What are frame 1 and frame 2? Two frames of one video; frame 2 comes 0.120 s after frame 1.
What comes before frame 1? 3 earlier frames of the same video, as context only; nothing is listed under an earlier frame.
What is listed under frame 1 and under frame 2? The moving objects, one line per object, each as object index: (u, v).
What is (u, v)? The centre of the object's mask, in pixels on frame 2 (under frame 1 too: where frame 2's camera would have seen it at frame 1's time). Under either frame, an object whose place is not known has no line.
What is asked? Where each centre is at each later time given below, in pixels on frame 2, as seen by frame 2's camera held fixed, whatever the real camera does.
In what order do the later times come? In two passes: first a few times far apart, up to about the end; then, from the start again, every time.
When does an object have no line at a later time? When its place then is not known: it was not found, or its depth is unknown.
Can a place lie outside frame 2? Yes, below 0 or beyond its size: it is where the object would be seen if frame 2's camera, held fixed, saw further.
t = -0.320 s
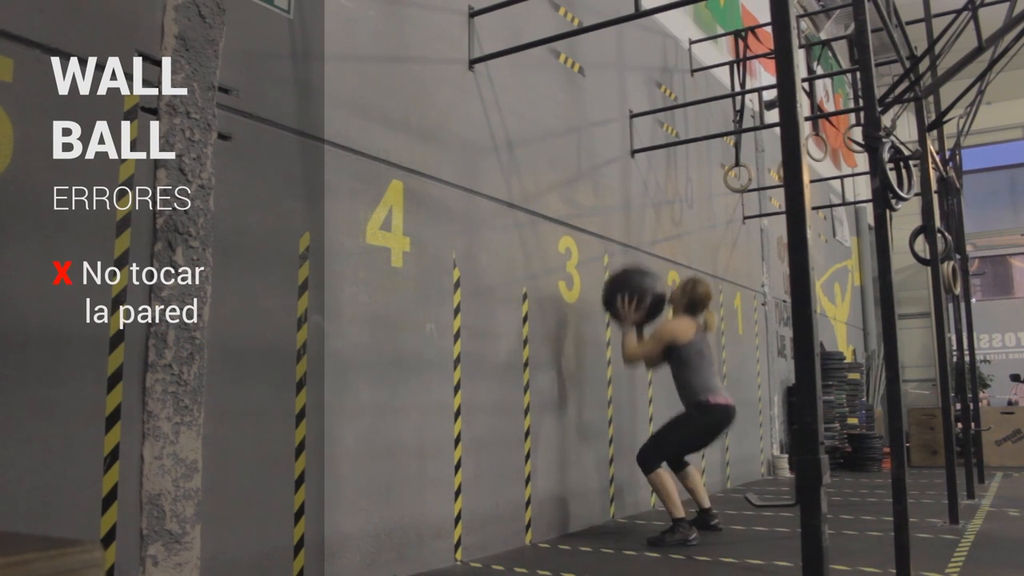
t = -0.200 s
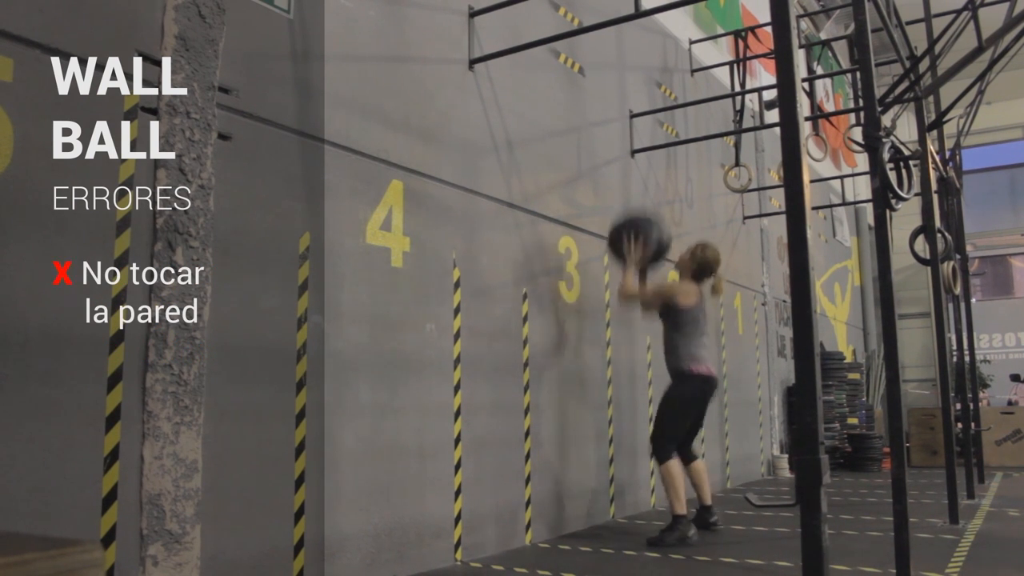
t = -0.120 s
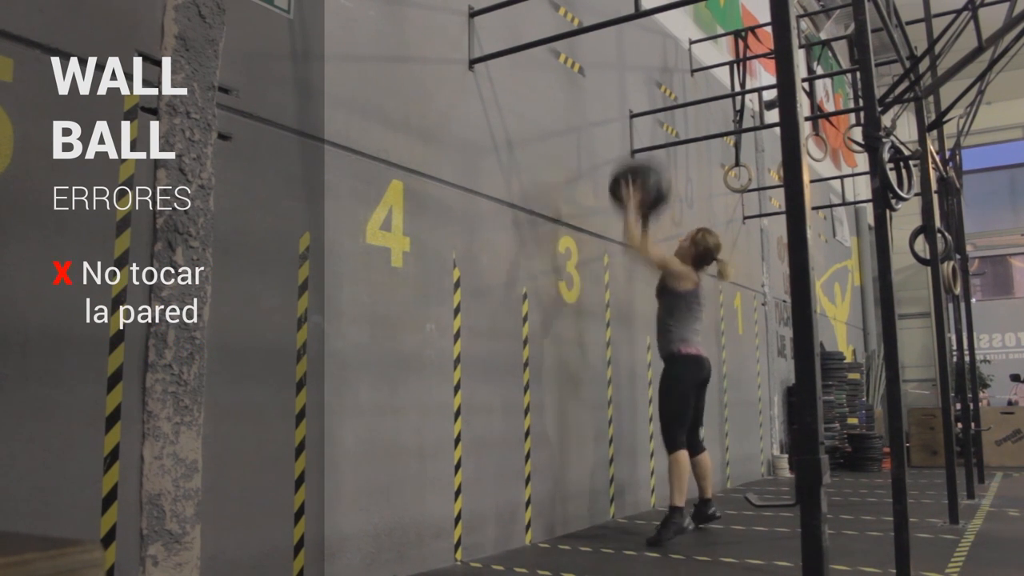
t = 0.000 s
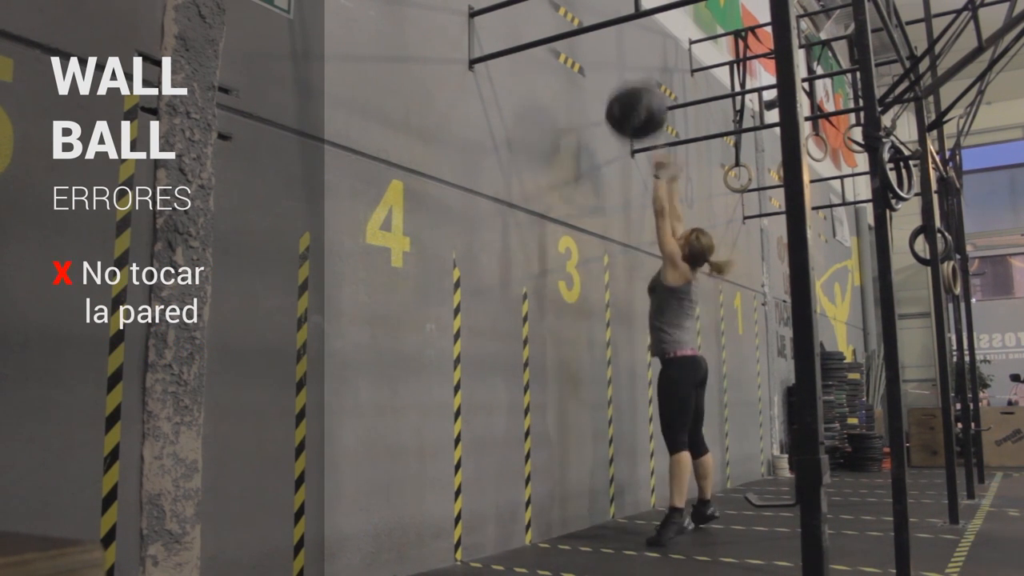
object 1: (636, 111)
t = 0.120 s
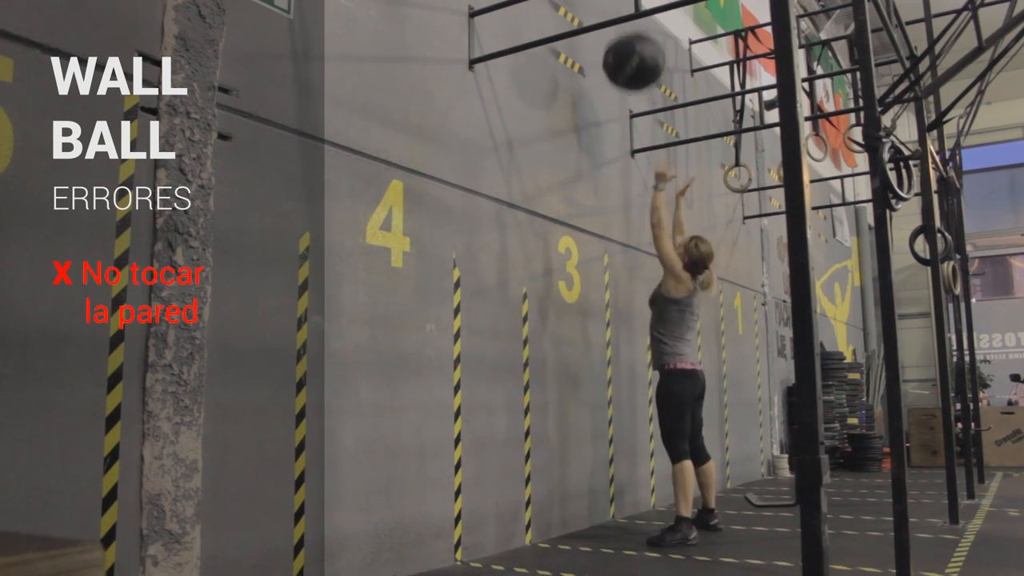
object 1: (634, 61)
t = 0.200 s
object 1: (633, 44)
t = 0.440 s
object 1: (633, 42)
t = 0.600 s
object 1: (633, 86)
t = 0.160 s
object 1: (633, 50)
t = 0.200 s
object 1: (633, 44)
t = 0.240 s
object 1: (634, 40)
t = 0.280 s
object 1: (634, 38)
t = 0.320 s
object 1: (631, 32)
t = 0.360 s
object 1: (632, 31)
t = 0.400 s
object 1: (634, 39)
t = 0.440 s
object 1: (633, 42)
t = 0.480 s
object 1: (633, 47)
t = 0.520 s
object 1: (633, 57)
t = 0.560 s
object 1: (633, 70)
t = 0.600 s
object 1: (633, 86)
